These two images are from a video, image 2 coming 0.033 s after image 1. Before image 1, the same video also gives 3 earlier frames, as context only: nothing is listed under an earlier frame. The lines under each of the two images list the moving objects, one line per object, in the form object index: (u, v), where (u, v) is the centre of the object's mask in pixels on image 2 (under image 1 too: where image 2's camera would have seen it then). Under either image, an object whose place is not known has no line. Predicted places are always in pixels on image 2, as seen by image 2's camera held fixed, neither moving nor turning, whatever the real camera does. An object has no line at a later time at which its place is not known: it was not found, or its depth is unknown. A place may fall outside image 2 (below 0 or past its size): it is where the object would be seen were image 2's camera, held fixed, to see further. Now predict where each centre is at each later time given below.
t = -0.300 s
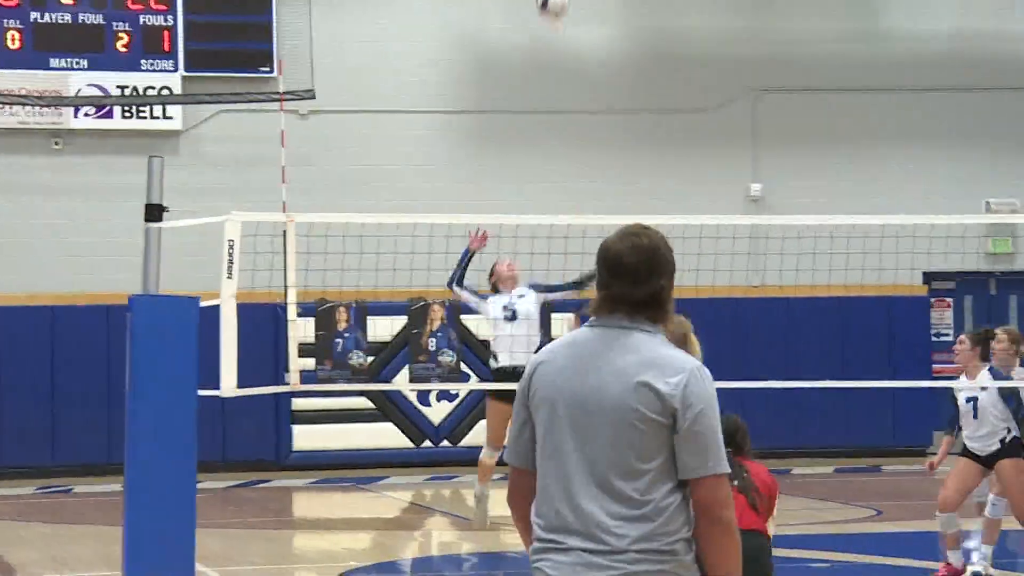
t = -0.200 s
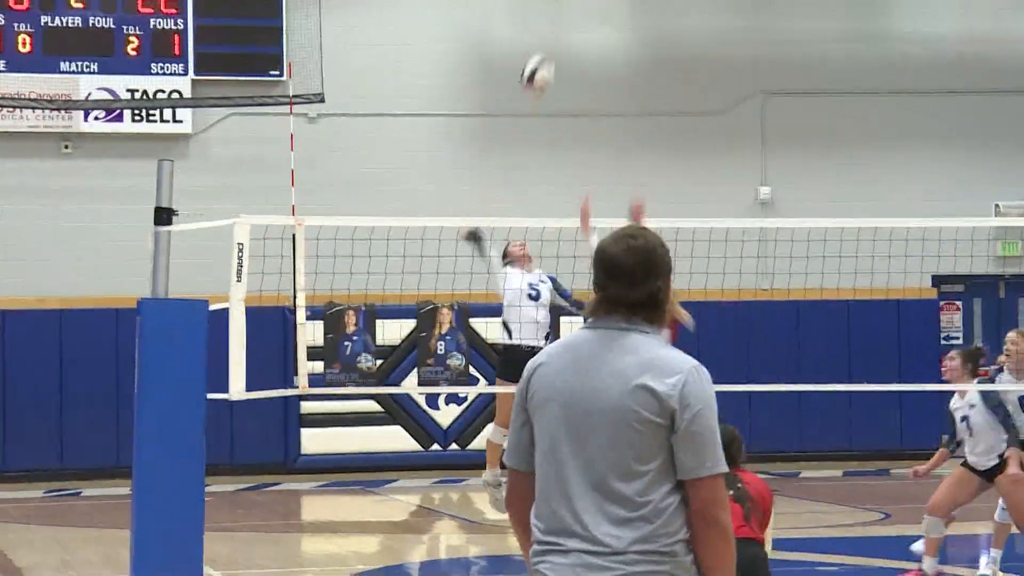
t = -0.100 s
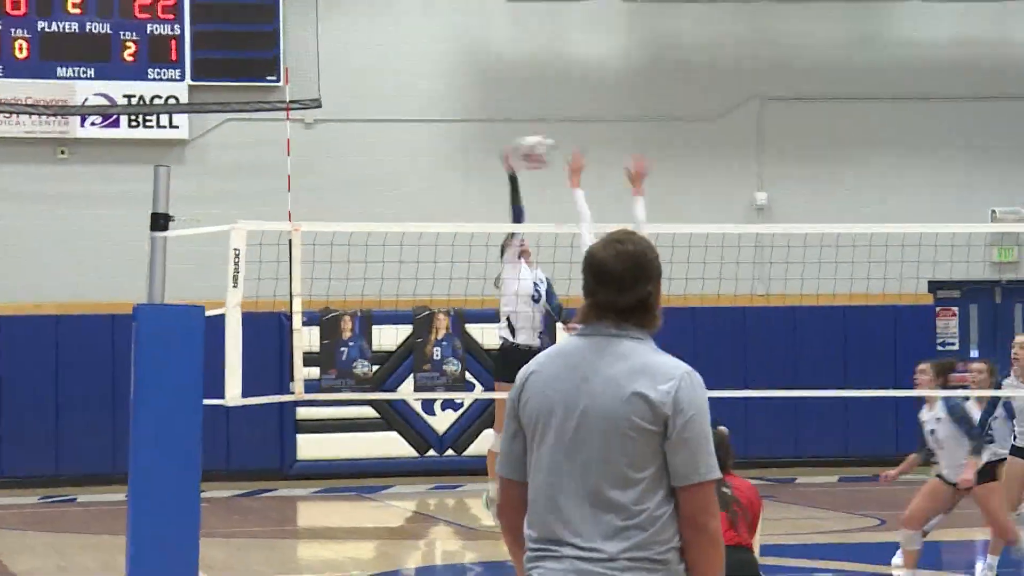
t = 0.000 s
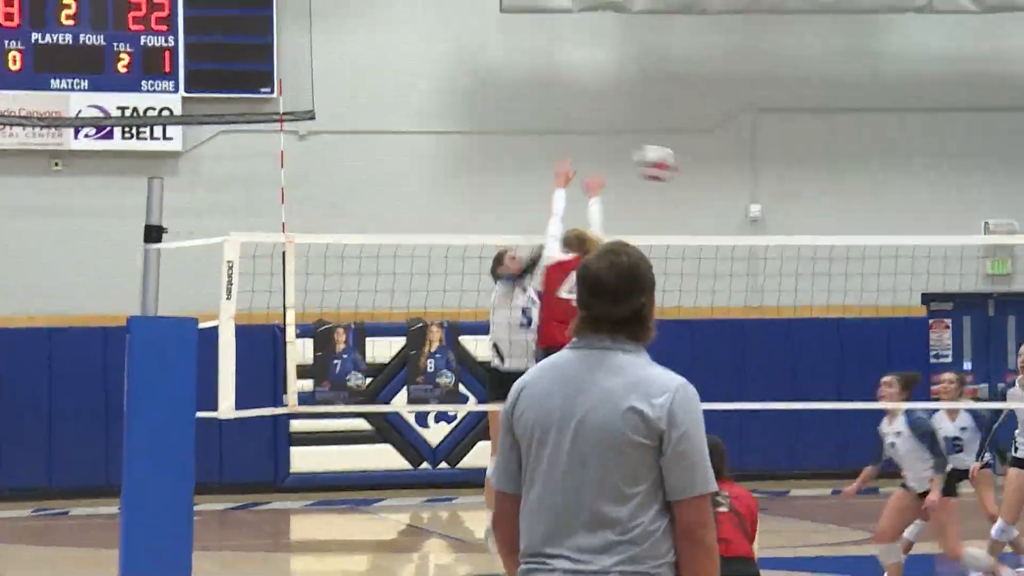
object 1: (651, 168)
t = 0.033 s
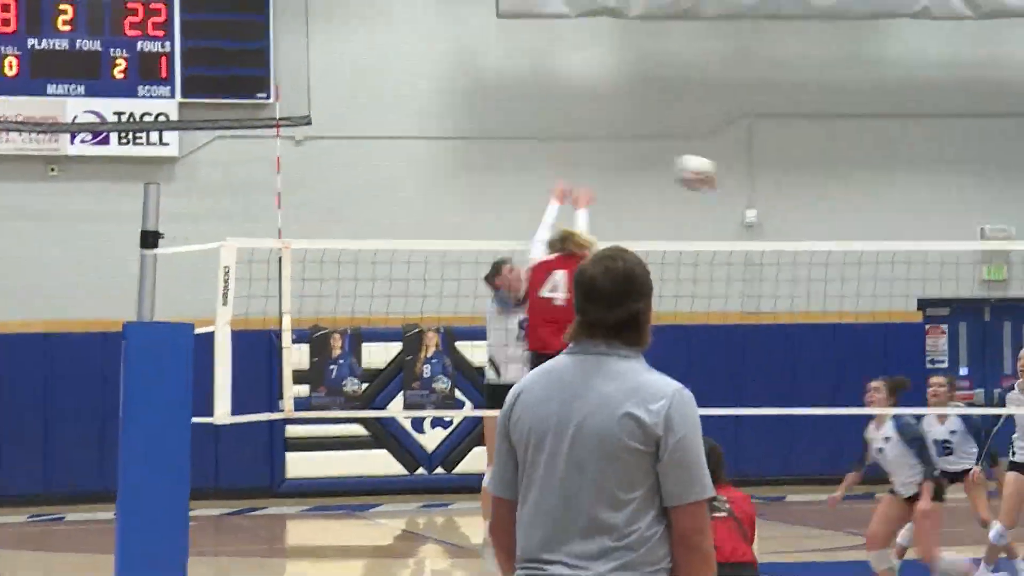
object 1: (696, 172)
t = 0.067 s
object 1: (744, 179)
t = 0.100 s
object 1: (788, 185)
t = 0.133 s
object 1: (833, 195)
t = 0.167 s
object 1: (879, 205)
